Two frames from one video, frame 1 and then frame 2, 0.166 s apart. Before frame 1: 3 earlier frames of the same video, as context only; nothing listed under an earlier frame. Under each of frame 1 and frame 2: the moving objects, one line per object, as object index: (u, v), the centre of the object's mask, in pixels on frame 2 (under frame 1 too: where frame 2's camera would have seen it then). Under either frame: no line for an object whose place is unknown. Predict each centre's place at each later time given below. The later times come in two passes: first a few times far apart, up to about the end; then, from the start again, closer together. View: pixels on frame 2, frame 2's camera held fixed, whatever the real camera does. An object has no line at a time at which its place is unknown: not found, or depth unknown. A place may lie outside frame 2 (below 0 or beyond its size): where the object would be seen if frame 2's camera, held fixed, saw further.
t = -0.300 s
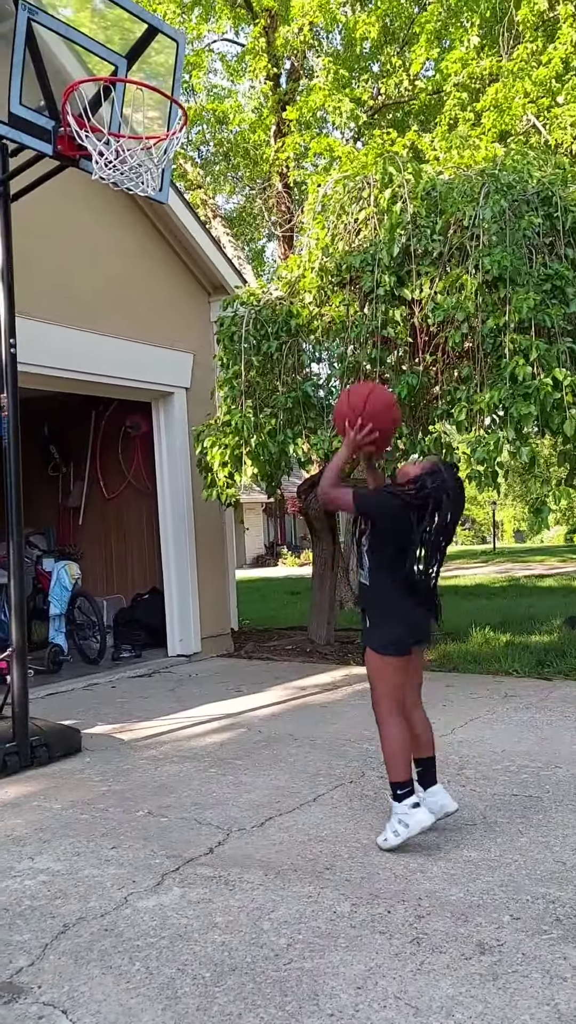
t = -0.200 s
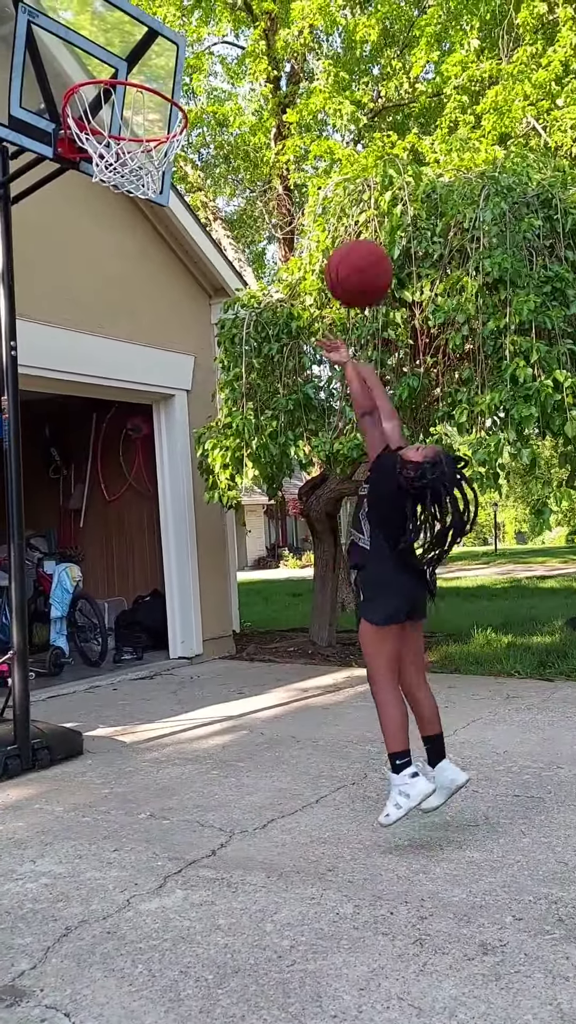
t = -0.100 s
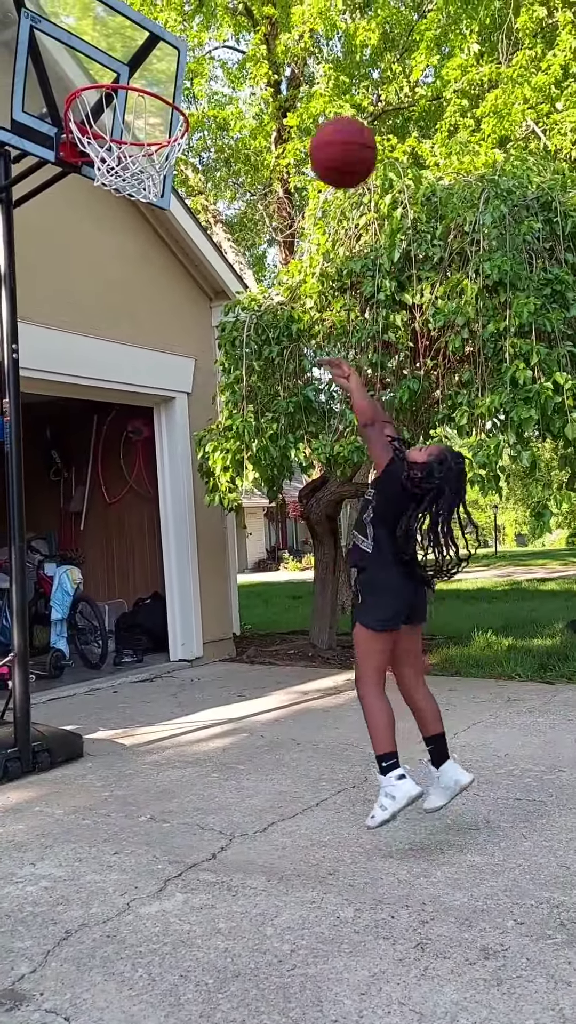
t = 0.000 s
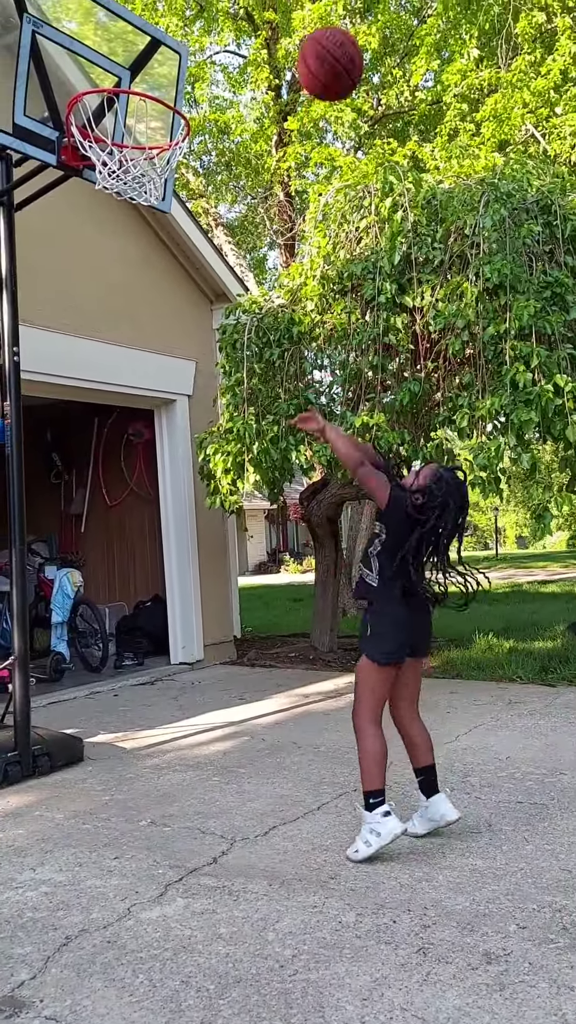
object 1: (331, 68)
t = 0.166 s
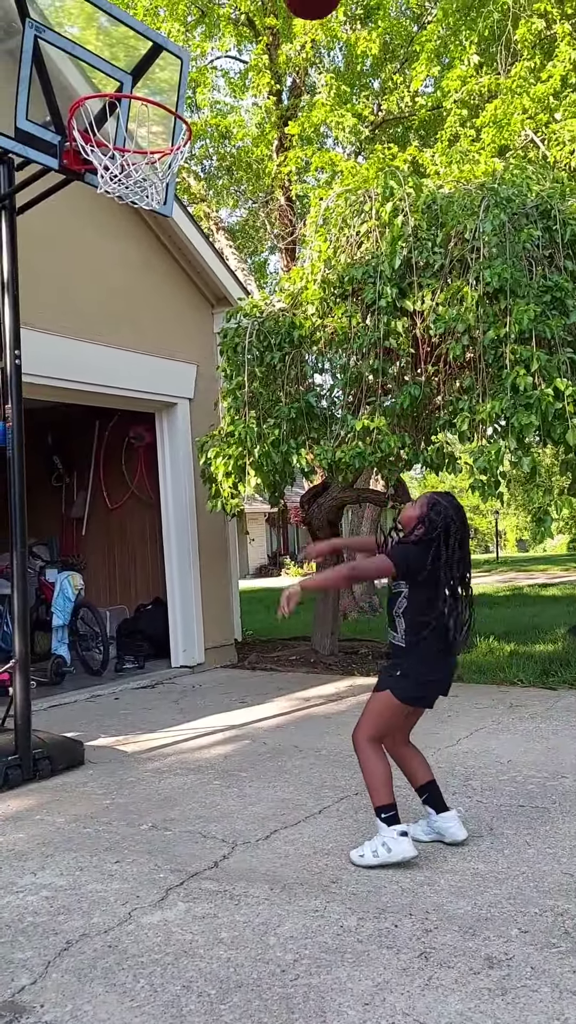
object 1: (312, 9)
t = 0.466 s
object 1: (290, 24)
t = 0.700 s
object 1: (282, 210)
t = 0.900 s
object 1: (283, 465)
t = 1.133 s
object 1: (289, 717)
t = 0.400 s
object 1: (292, 13)
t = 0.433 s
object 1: (291, 18)
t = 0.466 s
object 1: (290, 24)
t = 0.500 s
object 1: (288, 39)
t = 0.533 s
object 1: (287, 63)
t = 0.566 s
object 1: (286, 86)
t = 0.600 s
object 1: (285, 113)
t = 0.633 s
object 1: (283, 143)
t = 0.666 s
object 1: (283, 175)
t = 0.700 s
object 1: (282, 210)
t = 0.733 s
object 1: (282, 245)
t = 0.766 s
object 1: (282, 286)
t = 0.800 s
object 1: (281, 329)
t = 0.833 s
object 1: (282, 371)
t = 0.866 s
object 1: (283, 417)
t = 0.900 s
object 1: (283, 465)
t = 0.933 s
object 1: (283, 516)
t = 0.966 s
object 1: (284, 569)
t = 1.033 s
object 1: (285, 681)
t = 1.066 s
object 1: (287, 744)
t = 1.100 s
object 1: (288, 772)
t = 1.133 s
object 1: (289, 717)
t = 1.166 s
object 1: (290, 665)
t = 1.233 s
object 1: (293, 575)
